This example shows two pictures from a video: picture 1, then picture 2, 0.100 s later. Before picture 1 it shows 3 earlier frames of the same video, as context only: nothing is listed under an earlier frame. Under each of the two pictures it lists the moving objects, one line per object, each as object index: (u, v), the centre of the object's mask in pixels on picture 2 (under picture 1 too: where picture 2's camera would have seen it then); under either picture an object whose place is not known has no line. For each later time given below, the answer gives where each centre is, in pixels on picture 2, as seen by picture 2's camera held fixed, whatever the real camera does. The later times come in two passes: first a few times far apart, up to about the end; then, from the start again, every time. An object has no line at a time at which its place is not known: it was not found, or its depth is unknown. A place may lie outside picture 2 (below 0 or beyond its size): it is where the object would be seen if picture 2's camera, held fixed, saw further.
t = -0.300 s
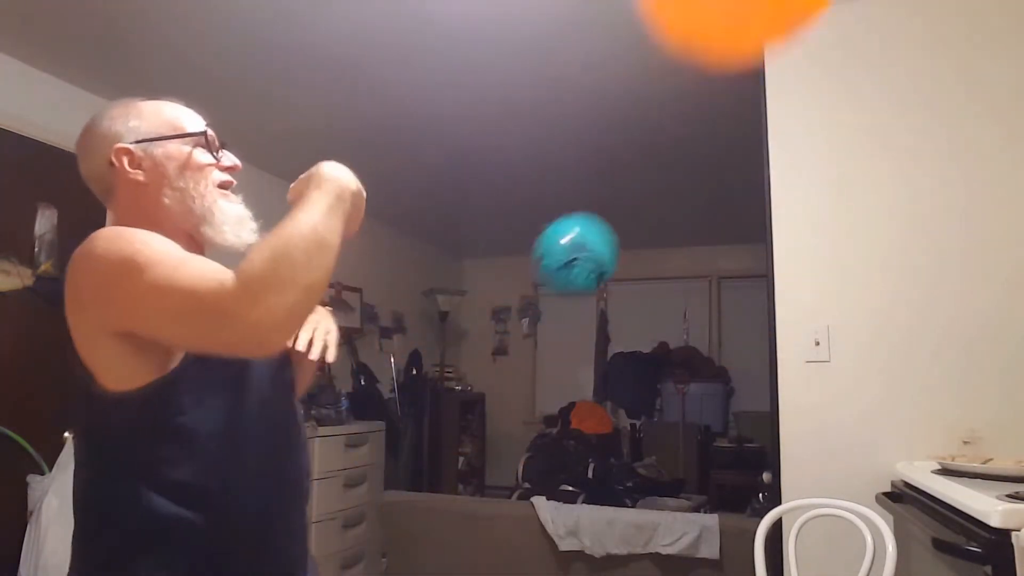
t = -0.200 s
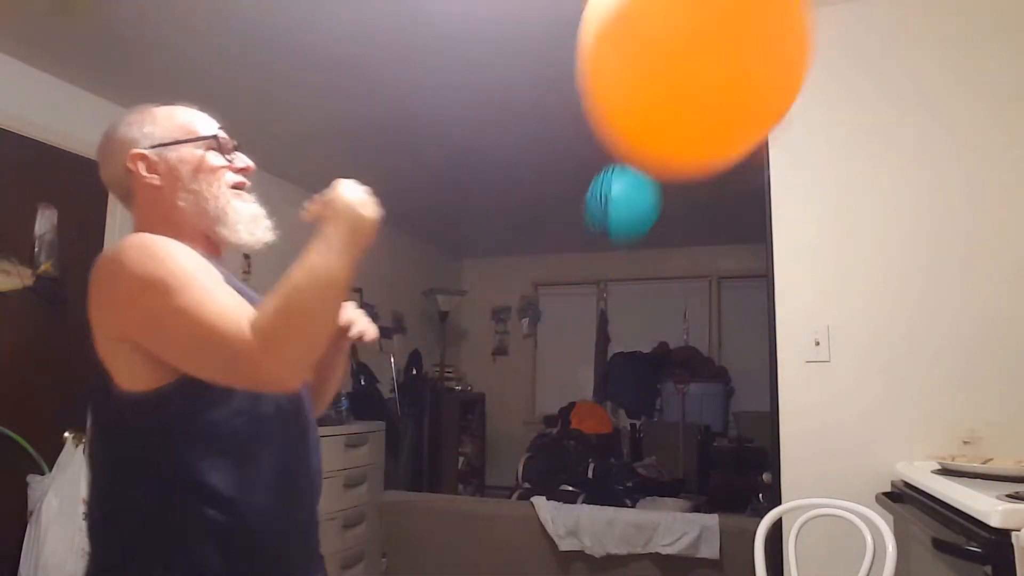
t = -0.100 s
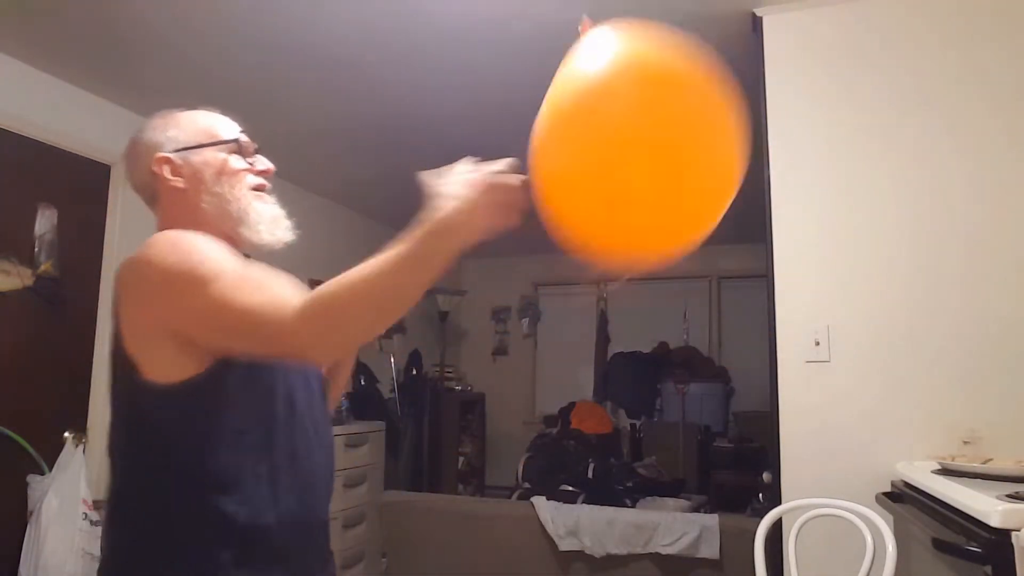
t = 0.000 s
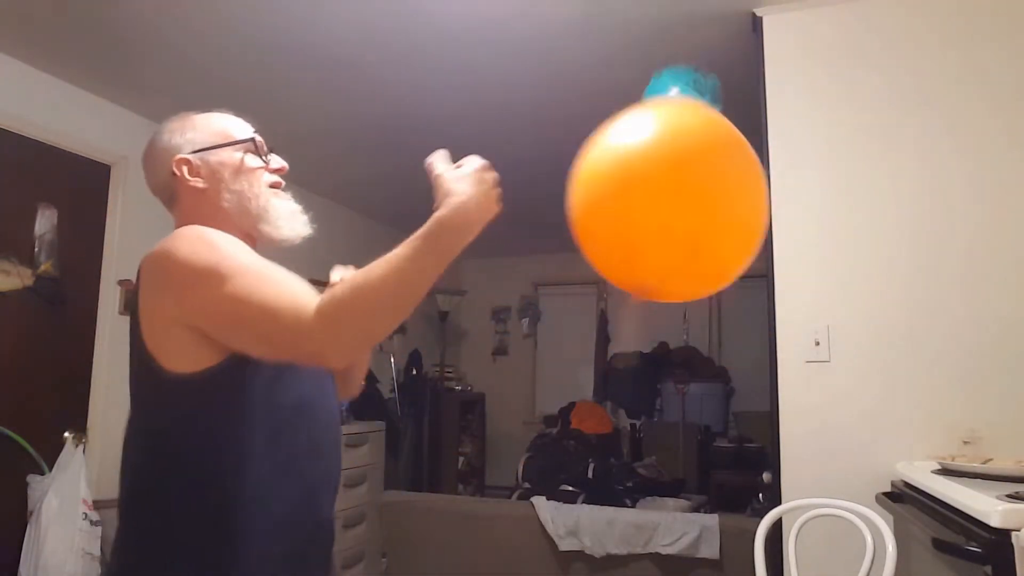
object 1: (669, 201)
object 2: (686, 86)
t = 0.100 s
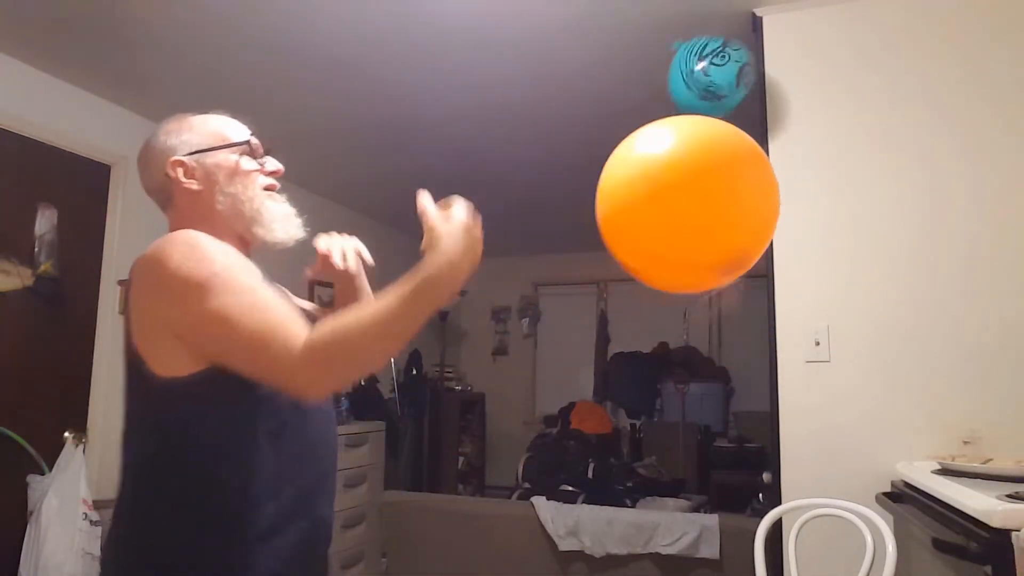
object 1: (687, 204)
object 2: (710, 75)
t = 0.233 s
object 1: (691, 192)
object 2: (745, 59)
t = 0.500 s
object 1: (696, 201)
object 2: (811, 106)
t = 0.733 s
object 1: (654, 203)
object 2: (836, 223)
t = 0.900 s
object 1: (618, 209)
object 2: (796, 297)
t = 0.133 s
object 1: (689, 200)
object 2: (719, 69)
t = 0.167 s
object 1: (689, 196)
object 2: (728, 64)
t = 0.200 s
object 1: (690, 194)
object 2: (737, 60)
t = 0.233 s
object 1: (691, 192)
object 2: (745, 59)
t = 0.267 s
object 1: (693, 190)
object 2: (753, 58)
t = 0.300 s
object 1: (695, 190)
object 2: (762, 60)
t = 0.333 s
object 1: (697, 190)
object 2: (769, 64)
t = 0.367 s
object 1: (698, 192)
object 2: (778, 69)
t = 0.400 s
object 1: (698, 194)
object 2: (786, 75)
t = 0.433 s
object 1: (698, 196)
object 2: (793, 84)
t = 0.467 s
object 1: (697, 199)
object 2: (802, 94)
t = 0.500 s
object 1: (696, 201)
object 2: (811, 106)
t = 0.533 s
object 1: (694, 204)
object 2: (820, 121)
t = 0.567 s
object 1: (690, 205)
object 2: (829, 137)
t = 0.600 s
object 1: (685, 207)
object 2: (835, 154)
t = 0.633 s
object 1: (678, 208)
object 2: (840, 172)
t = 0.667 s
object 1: (671, 207)
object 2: (842, 191)
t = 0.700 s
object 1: (662, 205)
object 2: (840, 208)
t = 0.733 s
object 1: (654, 203)
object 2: (836, 223)
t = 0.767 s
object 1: (646, 203)
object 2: (829, 237)
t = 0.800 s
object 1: (639, 204)
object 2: (821, 251)
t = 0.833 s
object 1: (632, 205)
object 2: (813, 265)
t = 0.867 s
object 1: (625, 207)
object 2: (805, 280)
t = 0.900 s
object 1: (618, 209)
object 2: (796, 297)
